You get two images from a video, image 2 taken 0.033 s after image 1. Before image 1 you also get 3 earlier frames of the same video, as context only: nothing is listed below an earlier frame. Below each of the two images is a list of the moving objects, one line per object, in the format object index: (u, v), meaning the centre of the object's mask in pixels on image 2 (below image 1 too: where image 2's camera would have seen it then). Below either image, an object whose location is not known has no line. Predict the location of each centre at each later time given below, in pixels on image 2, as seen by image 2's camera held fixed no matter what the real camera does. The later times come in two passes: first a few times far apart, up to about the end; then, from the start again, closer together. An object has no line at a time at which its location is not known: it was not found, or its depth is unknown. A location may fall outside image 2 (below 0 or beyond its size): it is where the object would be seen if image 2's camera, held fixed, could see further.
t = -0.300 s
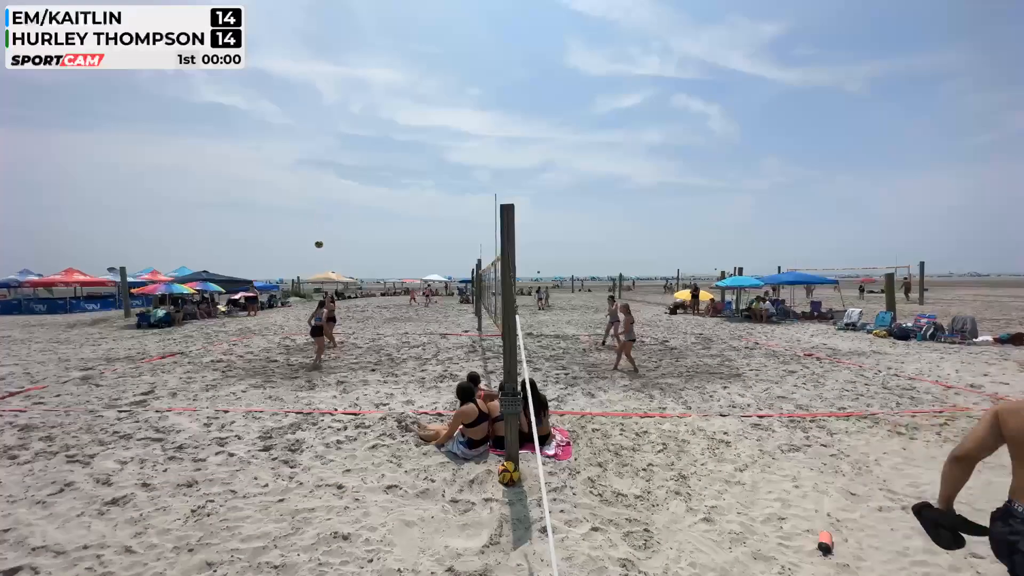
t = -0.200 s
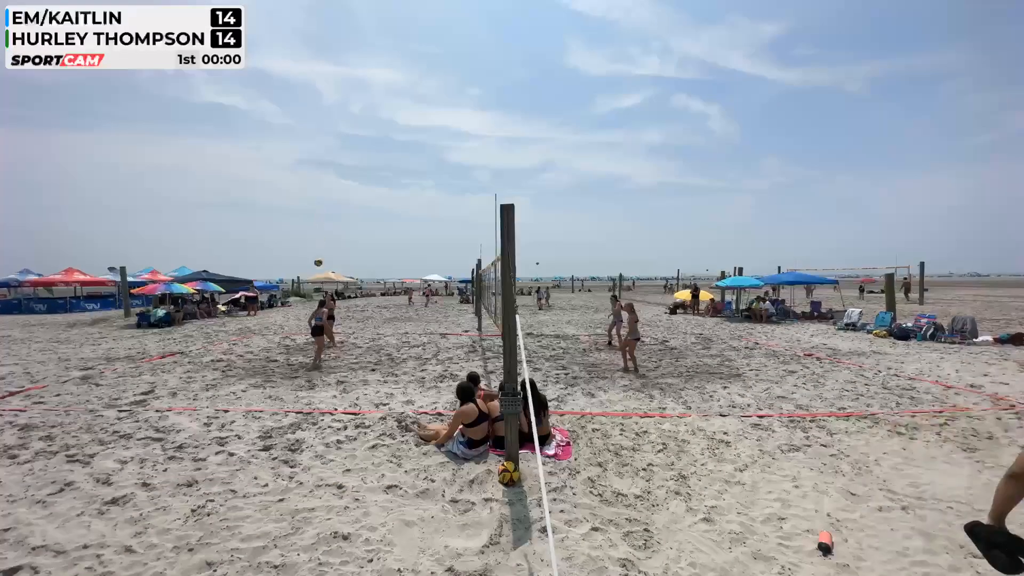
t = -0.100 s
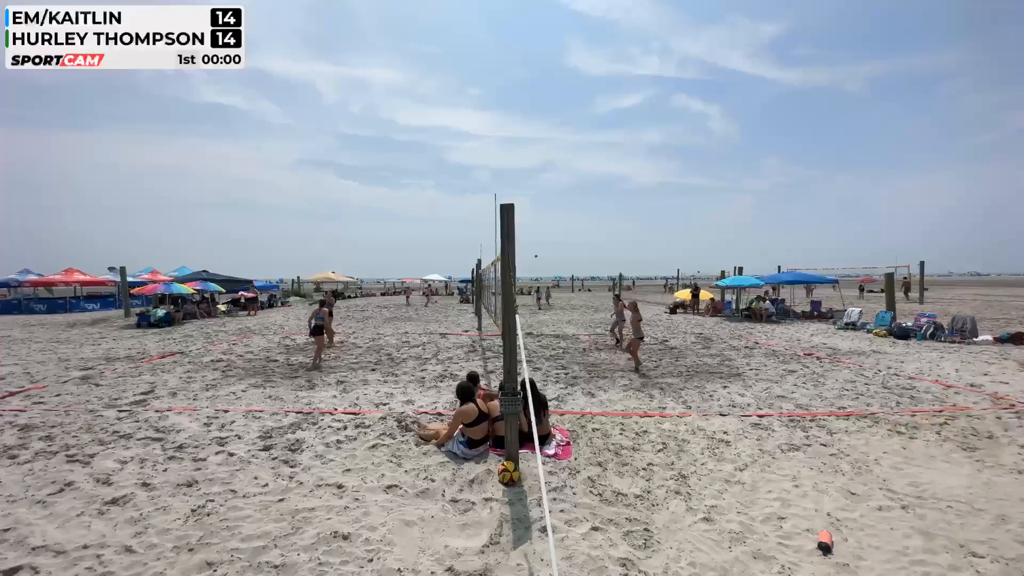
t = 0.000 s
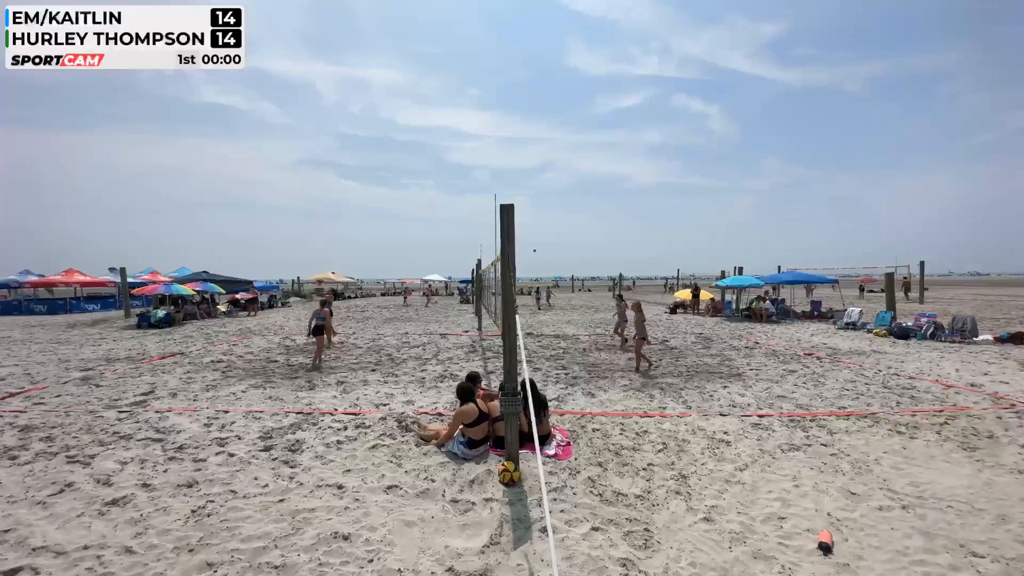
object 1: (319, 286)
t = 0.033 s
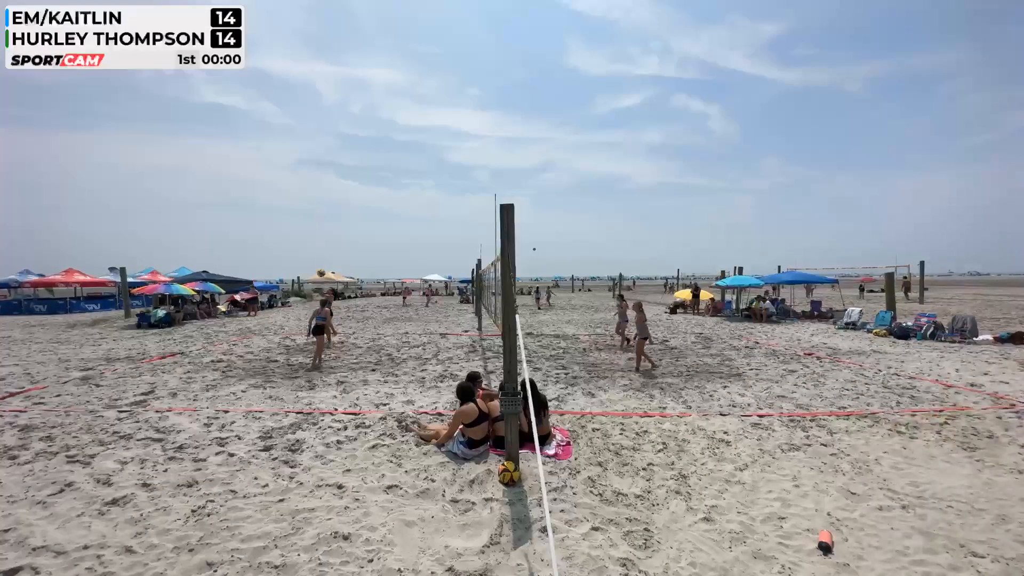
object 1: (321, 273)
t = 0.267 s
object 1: (331, 226)
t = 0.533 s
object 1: (343, 192)
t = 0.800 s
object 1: (354, 183)
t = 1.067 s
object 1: (364, 203)
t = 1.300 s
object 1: (372, 249)
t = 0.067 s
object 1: (322, 265)
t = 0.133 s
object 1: (326, 251)
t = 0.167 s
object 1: (327, 244)
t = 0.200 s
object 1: (328, 238)
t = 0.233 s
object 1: (330, 231)
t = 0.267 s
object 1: (331, 226)
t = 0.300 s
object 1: (333, 220)
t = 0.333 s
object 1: (335, 215)
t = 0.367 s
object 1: (336, 210)
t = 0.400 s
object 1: (337, 206)
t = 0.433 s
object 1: (339, 201)
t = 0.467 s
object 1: (340, 198)
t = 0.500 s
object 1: (342, 194)
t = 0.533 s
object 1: (343, 192)
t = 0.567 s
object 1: (344, 189)
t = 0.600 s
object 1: (346, 187)
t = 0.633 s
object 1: (347, 185)
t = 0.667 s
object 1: (349, 184)
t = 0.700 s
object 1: (350, 183)
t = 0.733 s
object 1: (351, 183)
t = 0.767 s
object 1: (353, 183)
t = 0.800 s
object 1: (354, 183)
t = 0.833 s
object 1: (355, 184)
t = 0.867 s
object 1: (356, 185)
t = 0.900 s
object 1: (358, 187)
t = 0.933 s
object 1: (359, 189)
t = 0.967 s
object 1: (360, 192)
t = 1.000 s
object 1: (361, 195)
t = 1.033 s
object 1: (363, 199)
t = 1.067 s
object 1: (364, 203)
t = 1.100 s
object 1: (365, 208)
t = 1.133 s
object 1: (366, 214)
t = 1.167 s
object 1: (367, 219)
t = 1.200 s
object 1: (368, 226)
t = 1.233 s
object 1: (370, 233)
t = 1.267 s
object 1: (371, 241)
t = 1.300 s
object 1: (372, 249)
